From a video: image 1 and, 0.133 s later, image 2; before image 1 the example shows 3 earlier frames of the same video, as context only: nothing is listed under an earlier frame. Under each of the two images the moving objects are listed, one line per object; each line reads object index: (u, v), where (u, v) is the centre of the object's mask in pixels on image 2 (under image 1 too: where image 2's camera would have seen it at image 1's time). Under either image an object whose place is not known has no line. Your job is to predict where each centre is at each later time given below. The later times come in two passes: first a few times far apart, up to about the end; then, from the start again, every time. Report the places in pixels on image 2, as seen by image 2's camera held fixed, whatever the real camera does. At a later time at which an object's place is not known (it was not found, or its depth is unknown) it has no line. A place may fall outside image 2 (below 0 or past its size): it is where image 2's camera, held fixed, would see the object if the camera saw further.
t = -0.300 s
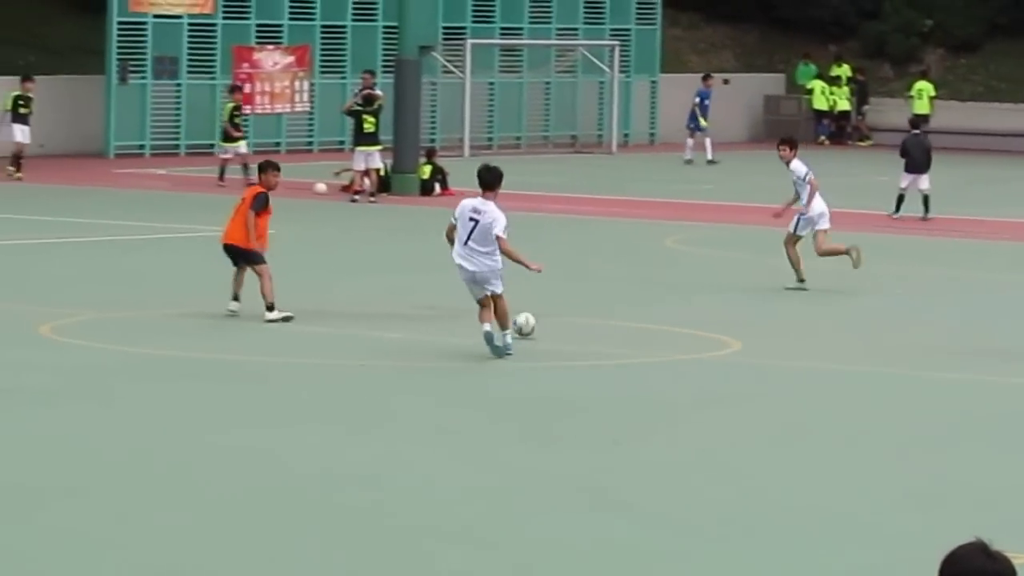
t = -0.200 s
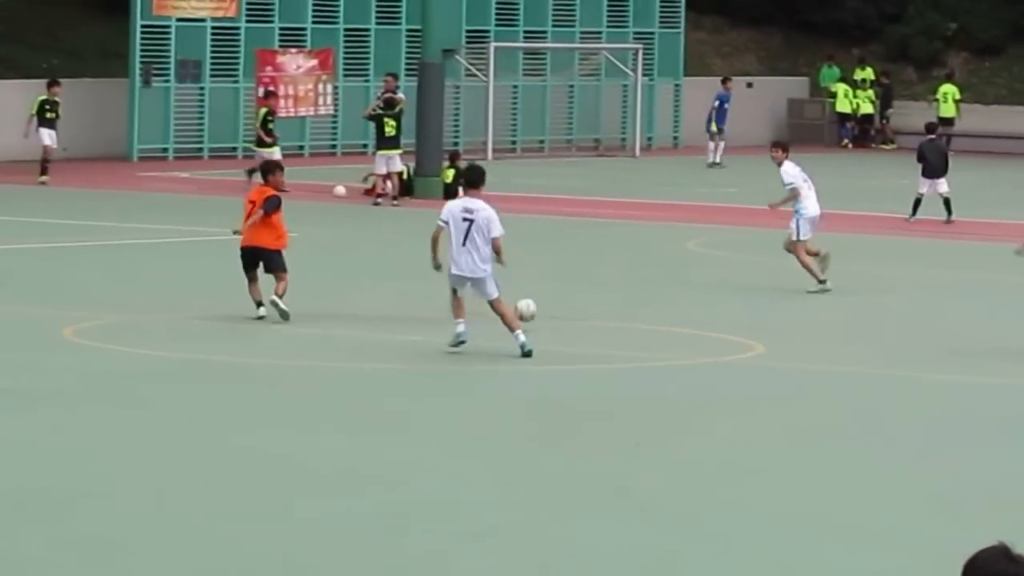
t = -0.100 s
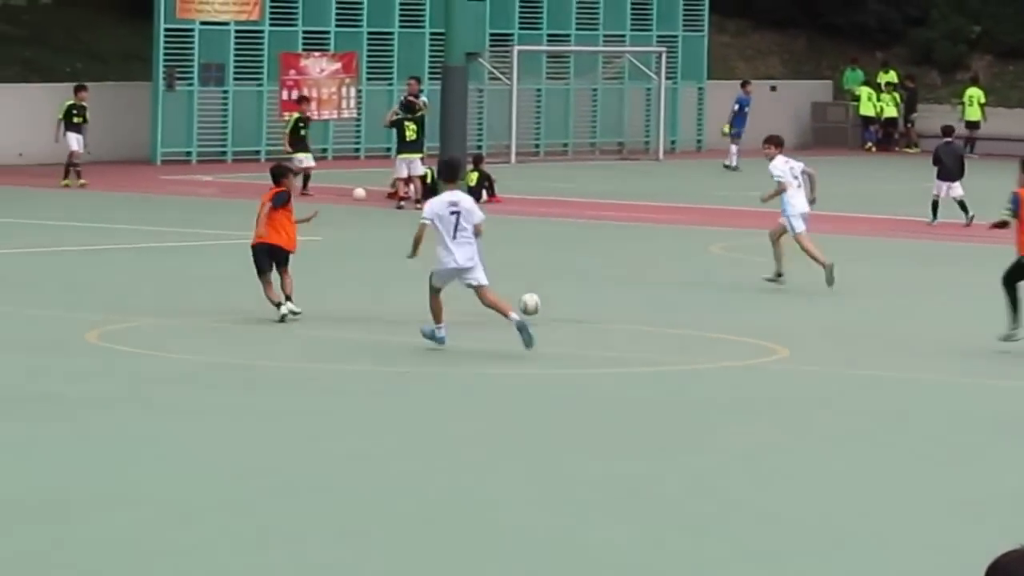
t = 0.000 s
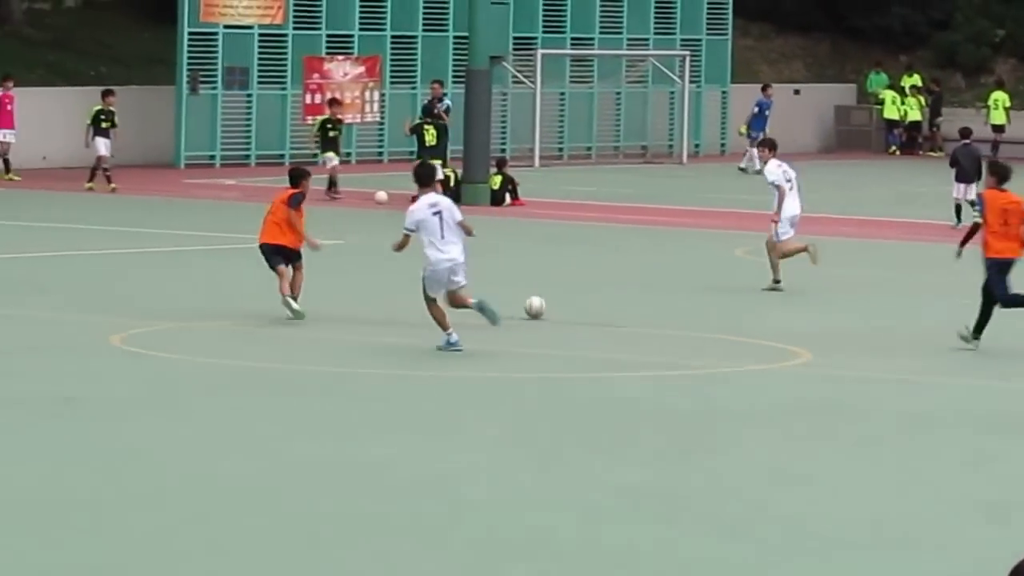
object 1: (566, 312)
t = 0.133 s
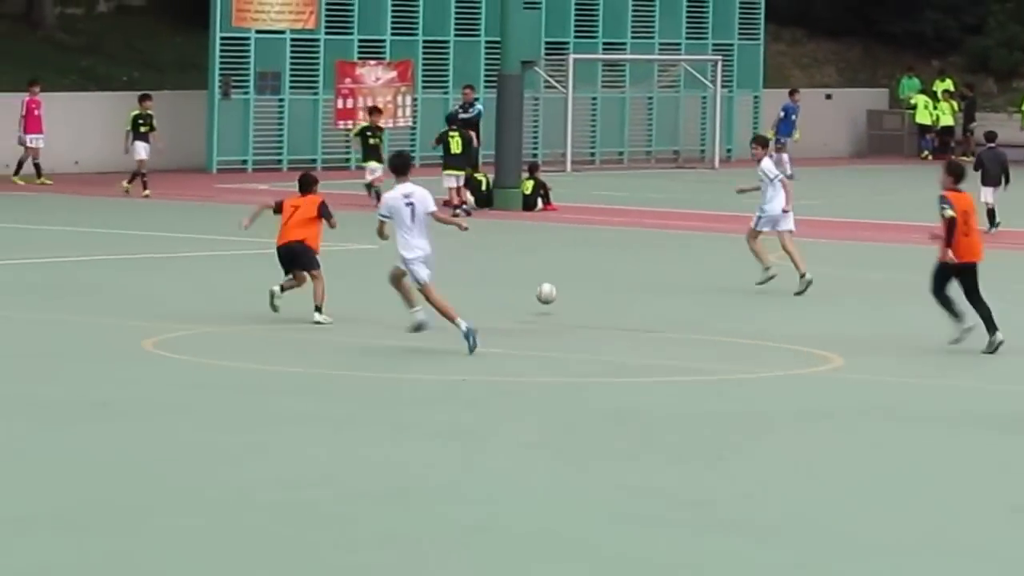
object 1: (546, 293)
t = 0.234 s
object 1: (531, 293)
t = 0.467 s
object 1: (501, 263)
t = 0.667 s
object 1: (475, 269)
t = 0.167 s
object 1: (541, 292)
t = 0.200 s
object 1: (536, 292)
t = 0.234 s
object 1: (531, 293)
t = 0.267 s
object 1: (527, 293)
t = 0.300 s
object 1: (522, 285)
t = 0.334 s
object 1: (518, 278)
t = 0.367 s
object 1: (513, 272)
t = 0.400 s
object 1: (509, 267)
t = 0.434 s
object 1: (504, 265)
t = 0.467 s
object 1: (501, 263)
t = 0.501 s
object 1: (496, 262)
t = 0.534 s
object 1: (492, 262)
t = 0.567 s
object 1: (487, 264)
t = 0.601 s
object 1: (483, 267)
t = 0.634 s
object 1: (479, 271)
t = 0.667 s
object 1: (475, 269)
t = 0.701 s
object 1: (472, 264)
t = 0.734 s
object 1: (468, 260)
